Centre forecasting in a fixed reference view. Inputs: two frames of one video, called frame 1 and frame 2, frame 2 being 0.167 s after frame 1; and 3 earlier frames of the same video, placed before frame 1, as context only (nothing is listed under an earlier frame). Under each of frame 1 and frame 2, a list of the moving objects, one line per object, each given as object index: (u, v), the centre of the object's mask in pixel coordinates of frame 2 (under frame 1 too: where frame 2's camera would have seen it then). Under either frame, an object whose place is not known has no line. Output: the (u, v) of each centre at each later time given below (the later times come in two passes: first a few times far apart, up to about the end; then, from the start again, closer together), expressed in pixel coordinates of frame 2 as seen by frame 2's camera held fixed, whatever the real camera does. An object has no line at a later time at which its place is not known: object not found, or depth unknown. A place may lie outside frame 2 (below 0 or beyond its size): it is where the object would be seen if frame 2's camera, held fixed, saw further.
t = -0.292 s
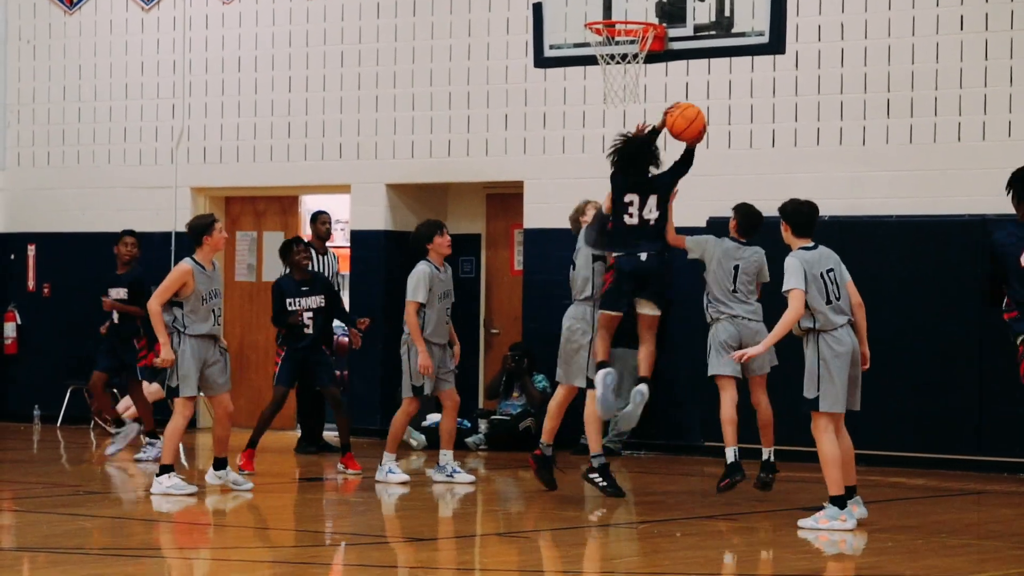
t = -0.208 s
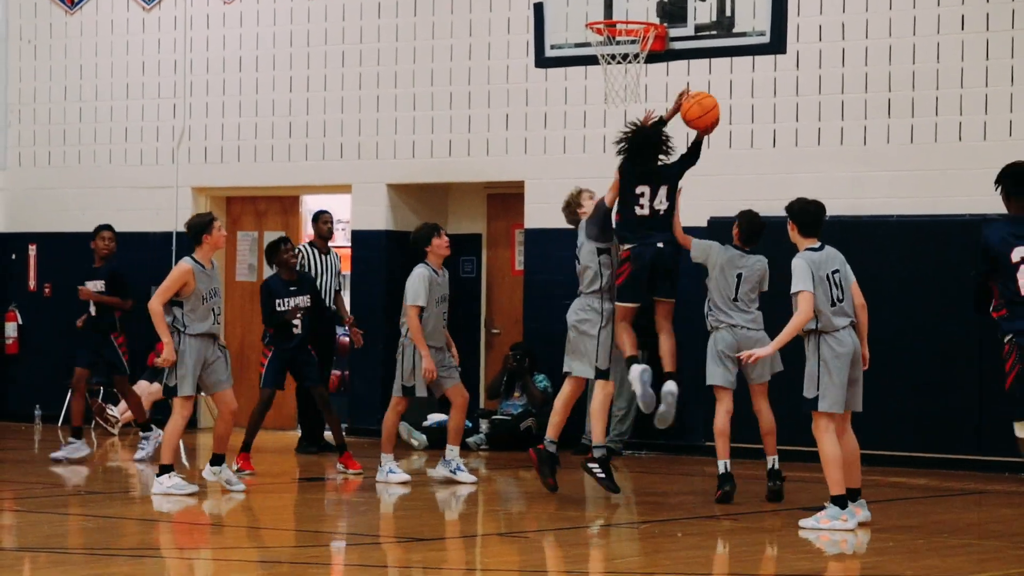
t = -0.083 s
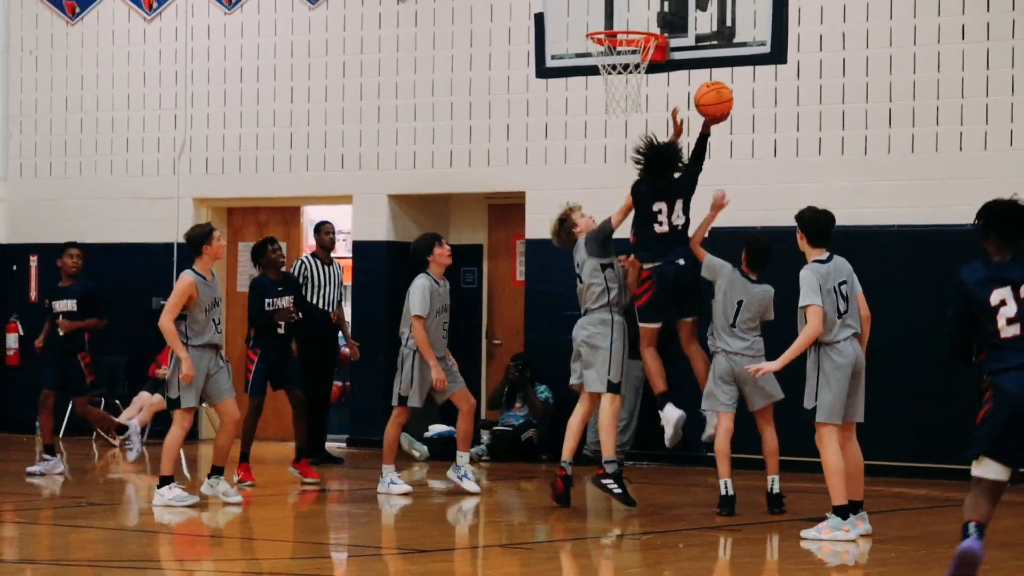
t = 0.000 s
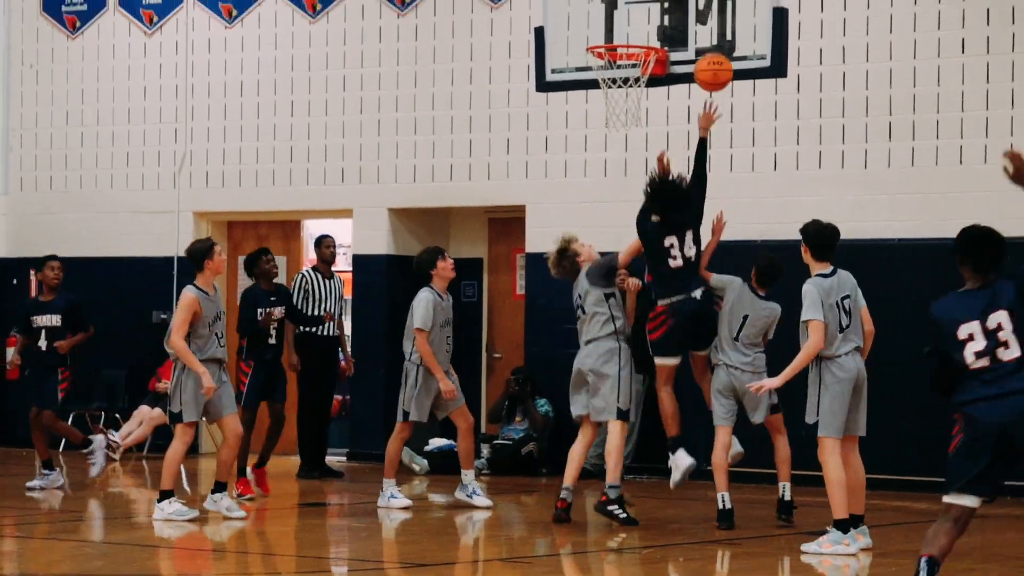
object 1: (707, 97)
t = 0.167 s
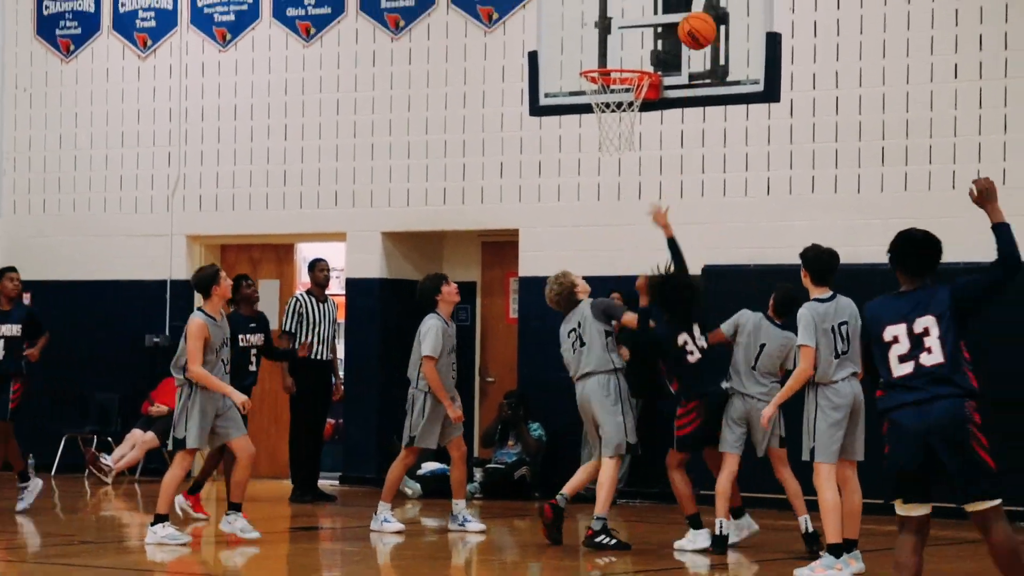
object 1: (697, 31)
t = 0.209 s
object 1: (695, 21)
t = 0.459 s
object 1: (666, 18)
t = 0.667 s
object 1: (615, 74)
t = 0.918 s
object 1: (596, 134)
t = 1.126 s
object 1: (602, 207)
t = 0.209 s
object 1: (695, 21)
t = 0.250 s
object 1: (692, 15)
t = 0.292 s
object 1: (690, 10)
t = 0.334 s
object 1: (687, 9)
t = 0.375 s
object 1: (684, 10)
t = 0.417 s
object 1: (677, 13)
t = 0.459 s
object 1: (666, 18)
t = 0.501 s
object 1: (655, 26)
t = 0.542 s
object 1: (645, 37)
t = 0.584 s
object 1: (634, 50)
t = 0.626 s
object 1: (623, 60)
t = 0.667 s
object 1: (615, 74)
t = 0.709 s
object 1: (610, 84)
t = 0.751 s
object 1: (604, 95)
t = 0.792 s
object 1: (599, 109)
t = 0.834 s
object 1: (596, 120)
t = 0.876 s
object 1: (595, 126)
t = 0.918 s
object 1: (596, 134)
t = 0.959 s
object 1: (598, 144)
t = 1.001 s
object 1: (599, 156)
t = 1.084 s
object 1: (601, 188)
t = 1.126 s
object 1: (602, 207)
